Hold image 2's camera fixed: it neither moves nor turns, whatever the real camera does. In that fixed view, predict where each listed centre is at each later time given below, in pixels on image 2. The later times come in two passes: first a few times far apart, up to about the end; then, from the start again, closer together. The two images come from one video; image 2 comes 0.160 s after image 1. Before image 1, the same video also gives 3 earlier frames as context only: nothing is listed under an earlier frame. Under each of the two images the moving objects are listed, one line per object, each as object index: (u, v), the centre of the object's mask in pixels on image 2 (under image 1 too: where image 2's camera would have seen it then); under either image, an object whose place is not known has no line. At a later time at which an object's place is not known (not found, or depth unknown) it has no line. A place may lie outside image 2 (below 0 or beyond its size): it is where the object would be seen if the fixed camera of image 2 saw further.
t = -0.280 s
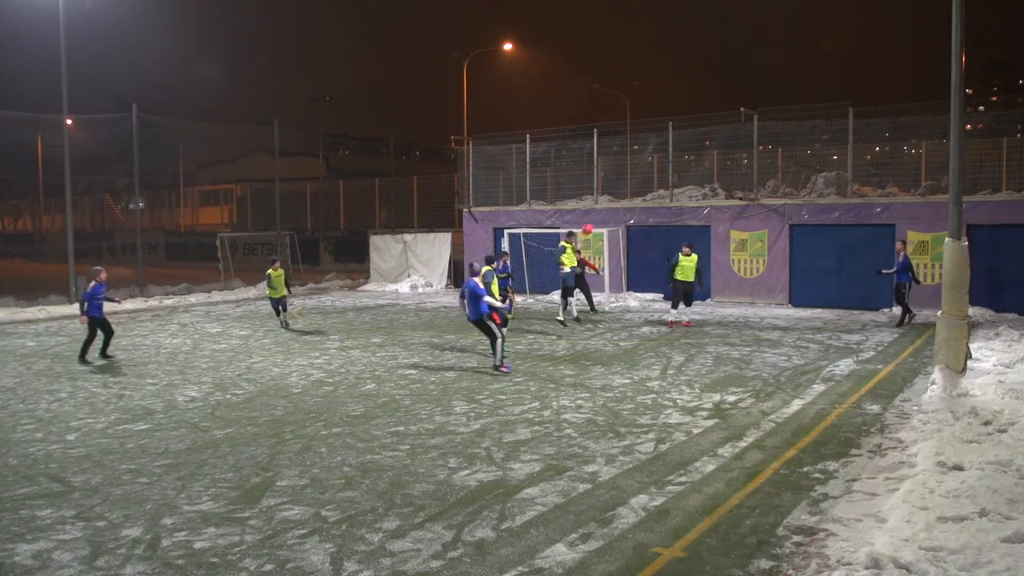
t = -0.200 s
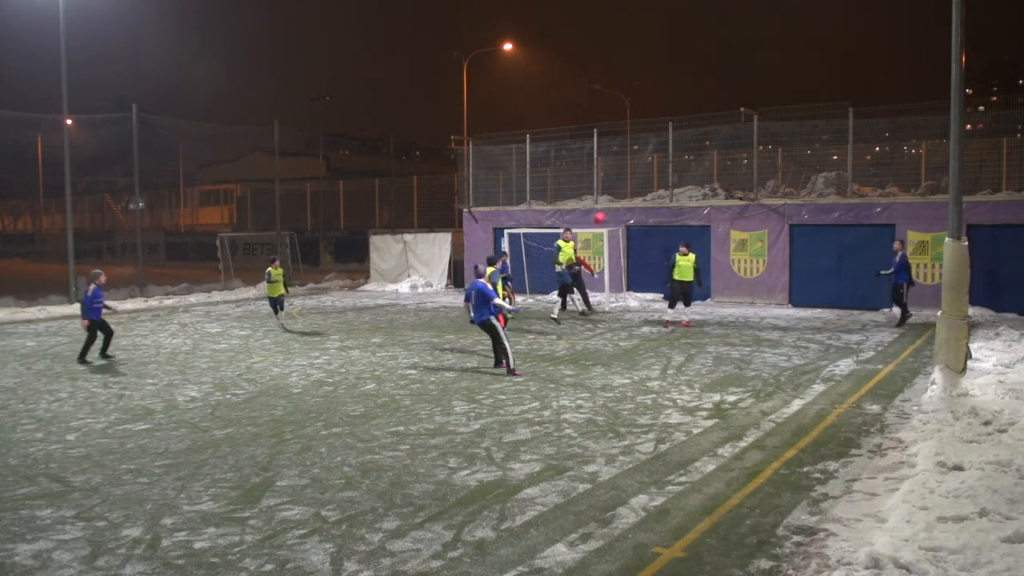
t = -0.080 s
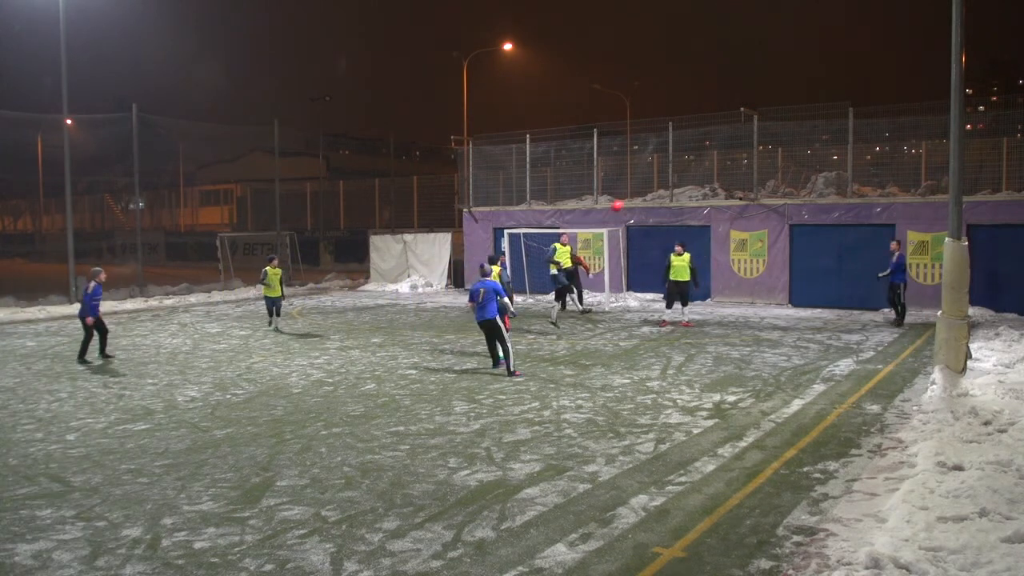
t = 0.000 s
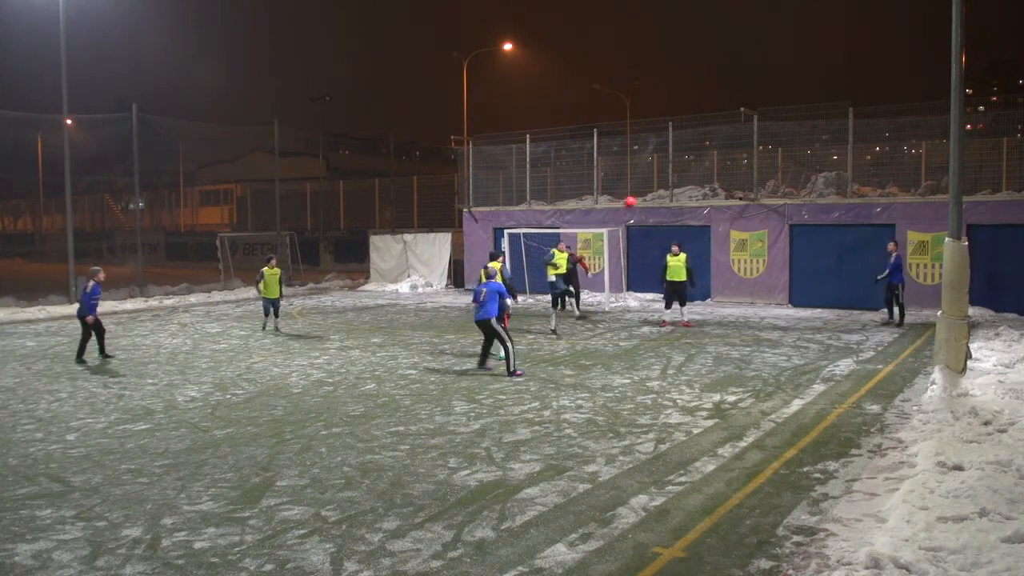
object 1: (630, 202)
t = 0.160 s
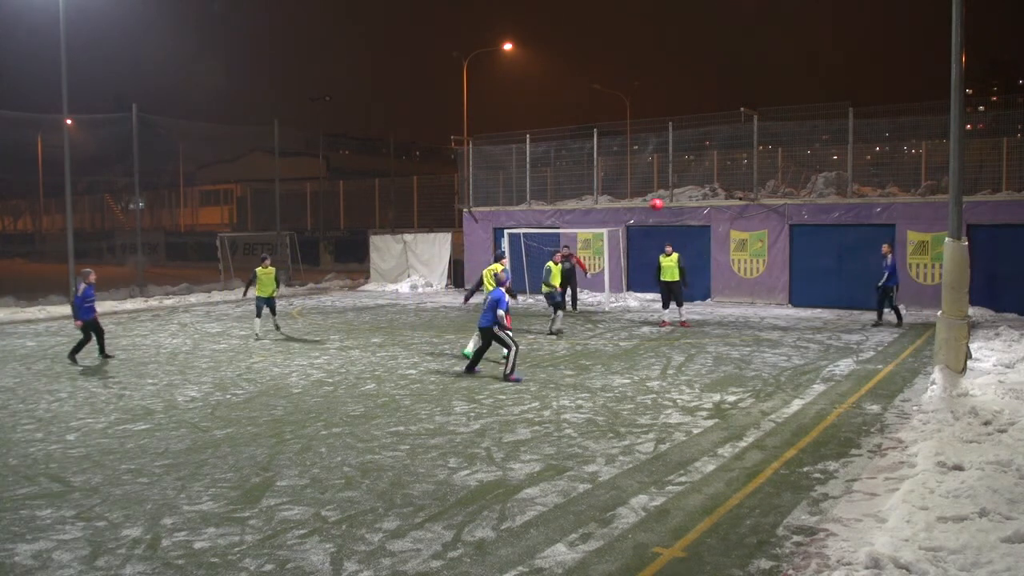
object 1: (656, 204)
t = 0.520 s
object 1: (724, 271)
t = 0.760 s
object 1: (774, 373)
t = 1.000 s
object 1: (811, 349)
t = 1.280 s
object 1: (859, 372)
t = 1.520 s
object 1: (898, 387)
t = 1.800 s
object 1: (937, 393)
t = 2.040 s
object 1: (961, 398)
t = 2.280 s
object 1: (974, 397)
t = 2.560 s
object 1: (980, 397)
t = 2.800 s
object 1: (978, 397)
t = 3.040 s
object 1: (979, 397)
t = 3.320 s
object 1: (979, 397)
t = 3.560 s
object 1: (979, 397)
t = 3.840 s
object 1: (979, 397)
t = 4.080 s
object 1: (979, 397)
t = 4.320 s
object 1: (979, 397)
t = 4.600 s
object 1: (979, 397)
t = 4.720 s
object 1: (979, 397)
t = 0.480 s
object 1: (716, 259)
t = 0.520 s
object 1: (724, 271)
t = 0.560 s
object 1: (732, 285)
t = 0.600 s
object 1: (739, 299)
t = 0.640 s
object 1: (748, 317)
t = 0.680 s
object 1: (756, 334)
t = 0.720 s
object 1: (765, 353)
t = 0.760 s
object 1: (774, 373)
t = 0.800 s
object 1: (780, 367)
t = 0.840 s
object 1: (786, 362)
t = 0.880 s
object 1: (792, 357)
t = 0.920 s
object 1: (798, 353)
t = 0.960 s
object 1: (805, 350)
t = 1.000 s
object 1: (811, 349)
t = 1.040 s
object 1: (818, 348)
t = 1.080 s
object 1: (825, 349)
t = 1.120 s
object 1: (831, 351)
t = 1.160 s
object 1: (838, 354)
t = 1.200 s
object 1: (845, 359)
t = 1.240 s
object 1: (852, 364)
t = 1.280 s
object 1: (859, 372)
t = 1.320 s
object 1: (866, 380)
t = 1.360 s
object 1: (873, 391)
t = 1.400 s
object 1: (879, 389)
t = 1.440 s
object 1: (886, 387)
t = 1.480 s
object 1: (892, 387)
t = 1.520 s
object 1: (898, 387)
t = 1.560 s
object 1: (904, 389)
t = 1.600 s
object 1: (911, 393)
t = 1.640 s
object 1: (917, 396)
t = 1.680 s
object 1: (923, 395)
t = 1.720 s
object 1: (929, 394)
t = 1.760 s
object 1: (933, 394)
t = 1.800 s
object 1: (937, 393)
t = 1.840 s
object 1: (941, 393)
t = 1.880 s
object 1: (944, 395)
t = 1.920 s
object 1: (949, 397)
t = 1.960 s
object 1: (952, 397)
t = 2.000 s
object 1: (957, 397)
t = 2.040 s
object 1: (961, 398)
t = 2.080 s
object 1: (965, 398)
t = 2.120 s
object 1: (967, 397)
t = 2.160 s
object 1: (969, 397)
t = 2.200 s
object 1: (971, 397)
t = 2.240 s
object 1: (972, 397)
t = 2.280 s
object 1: (974, 397)
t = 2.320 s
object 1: (975, 397)
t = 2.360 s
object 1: (976, 397)
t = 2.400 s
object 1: (978, 397)
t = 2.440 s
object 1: (979, 397)
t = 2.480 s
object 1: (980, 397)
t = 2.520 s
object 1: (980, 397)
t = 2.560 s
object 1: (980, 397)
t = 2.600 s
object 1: (979, 397)
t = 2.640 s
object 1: (979, 397)
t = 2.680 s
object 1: (979, 397)
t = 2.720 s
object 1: (979, 397)
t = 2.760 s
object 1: (979, 397)
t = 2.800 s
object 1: (978, 397)
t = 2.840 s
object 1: (979, 397)
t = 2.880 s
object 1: (979, 397)
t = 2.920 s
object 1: (979, 397)
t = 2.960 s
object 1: (980, 397)
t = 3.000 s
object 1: (979, 397)
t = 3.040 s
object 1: (979, 397)
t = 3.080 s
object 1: (979, 397)
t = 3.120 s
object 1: (979, 397)
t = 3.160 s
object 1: (979, 397)
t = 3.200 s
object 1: (979, 397)
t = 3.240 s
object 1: (979, 397)
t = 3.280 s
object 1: (979, 397)
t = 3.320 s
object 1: (979, 397)
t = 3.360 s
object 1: (979, 397)
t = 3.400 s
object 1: (979, 397)
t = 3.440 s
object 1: (979, 397)
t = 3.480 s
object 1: (979, 397)
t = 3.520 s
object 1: (979, 397)
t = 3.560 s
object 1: (979, 397)
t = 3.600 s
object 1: (979, 397)
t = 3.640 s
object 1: (979, 397)
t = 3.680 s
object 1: (979, 397)
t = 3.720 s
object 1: (979, 397)
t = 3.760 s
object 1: (979, 397)
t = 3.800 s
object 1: (979, 397)
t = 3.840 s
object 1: (979, 397)
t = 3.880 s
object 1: (979, 397)
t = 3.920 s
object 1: (979, 397)
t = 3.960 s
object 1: (979, 397)
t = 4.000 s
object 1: (979, 397)
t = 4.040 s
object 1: (979, 397)
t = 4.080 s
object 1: (979, 397)
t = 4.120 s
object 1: (979, 397)
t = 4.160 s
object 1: (979, 397)
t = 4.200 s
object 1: (979, 397)
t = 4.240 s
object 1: (979, 397)
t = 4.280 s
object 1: (979, 397)
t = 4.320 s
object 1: (979, 397)
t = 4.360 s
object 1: (979, 397)
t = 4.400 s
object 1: (979, 397)
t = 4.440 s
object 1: (979, 397)
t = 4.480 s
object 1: (979, 397)
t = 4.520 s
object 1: (979, 397)
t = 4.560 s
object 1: (979, 397)
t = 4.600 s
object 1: (979, 397)
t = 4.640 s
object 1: (979, 397)
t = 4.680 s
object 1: (979, 397)
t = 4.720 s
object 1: (979, 397)
